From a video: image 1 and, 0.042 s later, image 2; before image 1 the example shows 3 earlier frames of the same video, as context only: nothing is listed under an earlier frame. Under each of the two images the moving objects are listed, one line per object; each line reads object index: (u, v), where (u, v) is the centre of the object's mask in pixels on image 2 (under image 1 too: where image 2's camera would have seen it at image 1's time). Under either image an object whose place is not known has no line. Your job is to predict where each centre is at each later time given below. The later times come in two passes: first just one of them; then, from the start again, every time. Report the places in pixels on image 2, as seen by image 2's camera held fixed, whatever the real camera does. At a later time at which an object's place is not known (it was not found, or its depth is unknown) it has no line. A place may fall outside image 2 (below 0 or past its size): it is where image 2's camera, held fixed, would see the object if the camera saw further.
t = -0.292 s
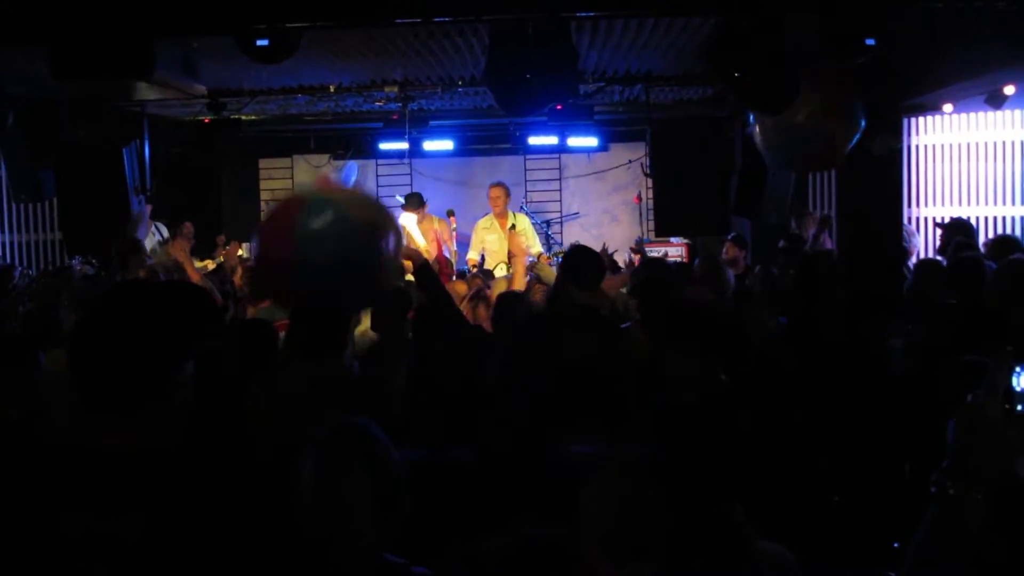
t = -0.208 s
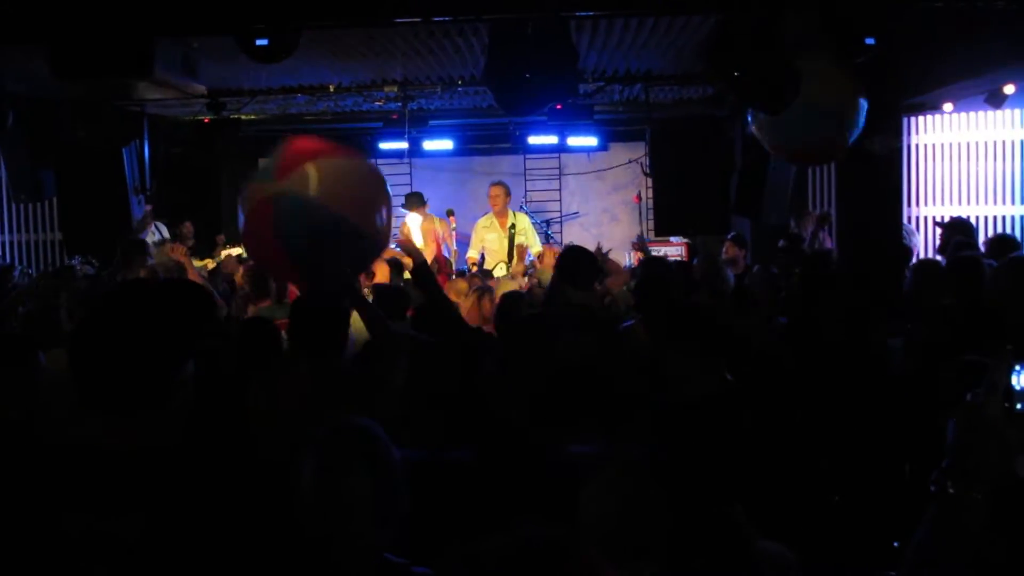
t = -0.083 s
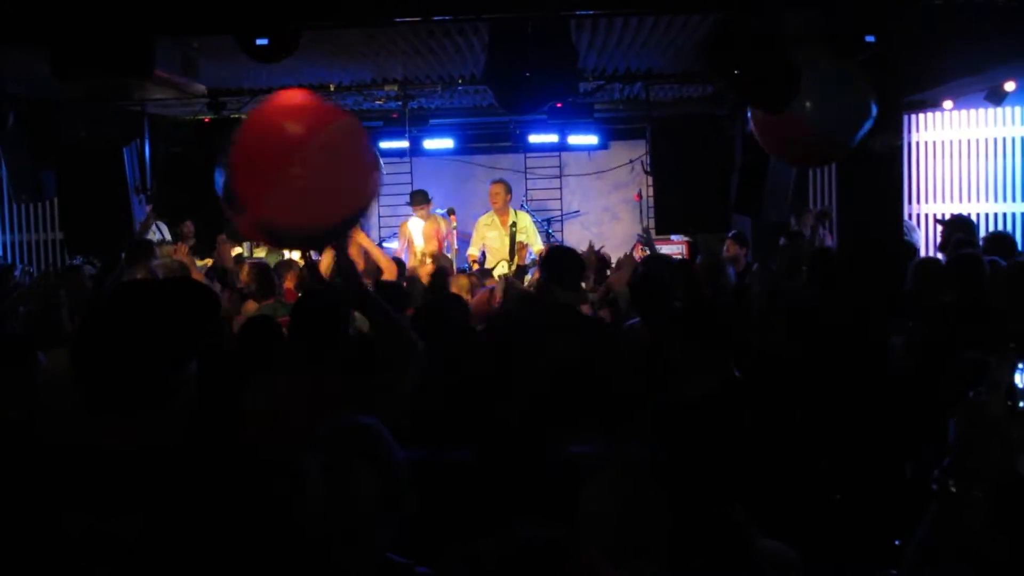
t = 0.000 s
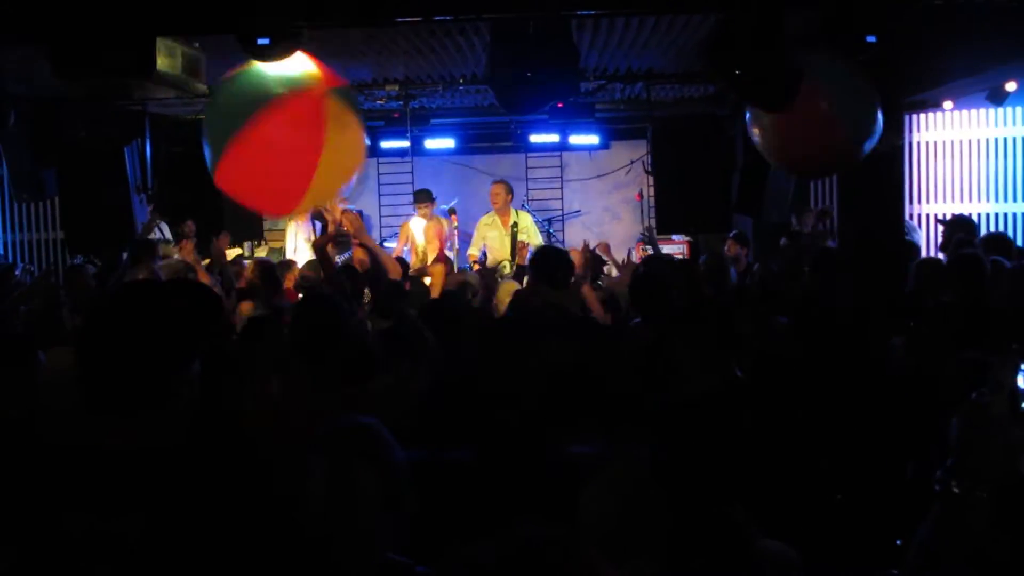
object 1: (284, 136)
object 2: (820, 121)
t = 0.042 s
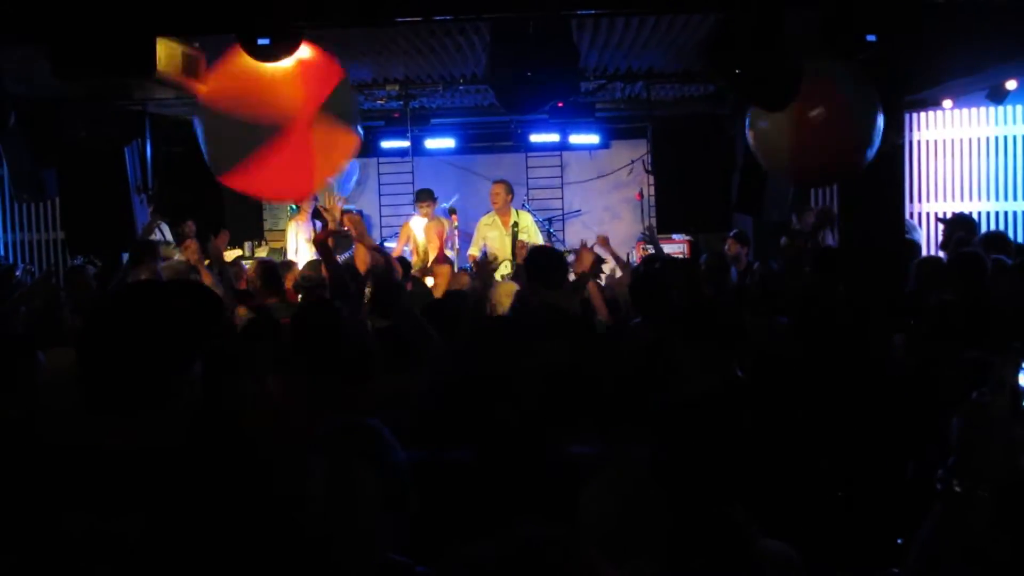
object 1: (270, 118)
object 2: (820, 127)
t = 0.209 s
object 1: (305, 96)
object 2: (822, 177)
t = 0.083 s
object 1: (266, 105)
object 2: (819, 138)
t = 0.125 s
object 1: (268, 102)
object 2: (822, 149)
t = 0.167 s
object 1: (280, 95)
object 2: (822, 163)
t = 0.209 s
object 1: (305, 96)
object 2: (822, 177)
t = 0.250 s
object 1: (318, 94)
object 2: (824, 197)
